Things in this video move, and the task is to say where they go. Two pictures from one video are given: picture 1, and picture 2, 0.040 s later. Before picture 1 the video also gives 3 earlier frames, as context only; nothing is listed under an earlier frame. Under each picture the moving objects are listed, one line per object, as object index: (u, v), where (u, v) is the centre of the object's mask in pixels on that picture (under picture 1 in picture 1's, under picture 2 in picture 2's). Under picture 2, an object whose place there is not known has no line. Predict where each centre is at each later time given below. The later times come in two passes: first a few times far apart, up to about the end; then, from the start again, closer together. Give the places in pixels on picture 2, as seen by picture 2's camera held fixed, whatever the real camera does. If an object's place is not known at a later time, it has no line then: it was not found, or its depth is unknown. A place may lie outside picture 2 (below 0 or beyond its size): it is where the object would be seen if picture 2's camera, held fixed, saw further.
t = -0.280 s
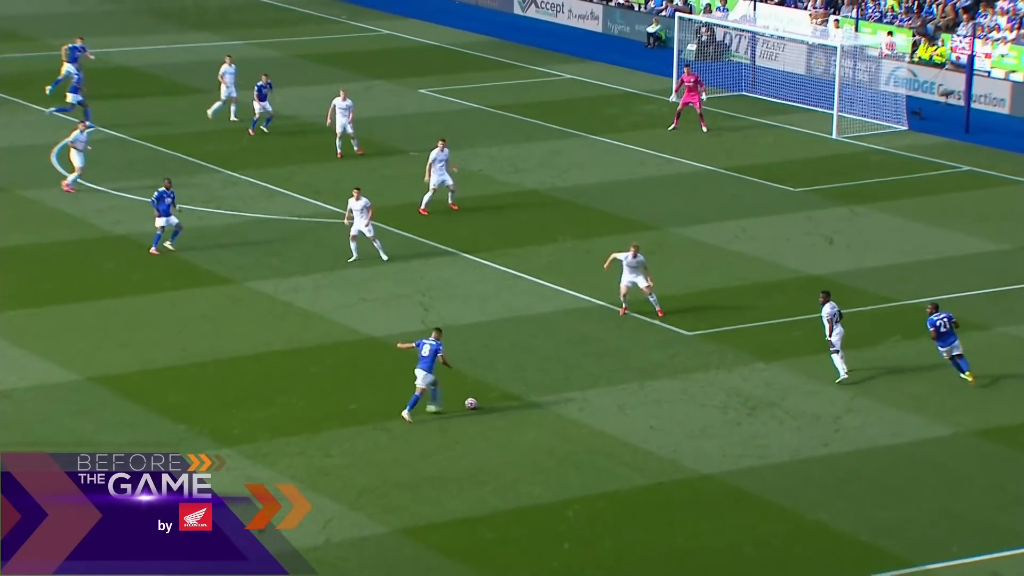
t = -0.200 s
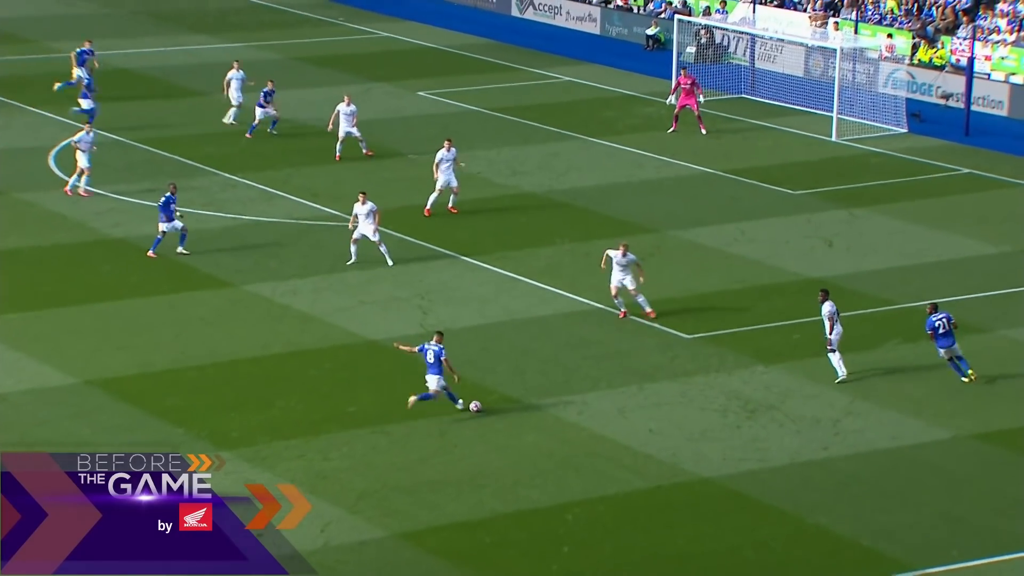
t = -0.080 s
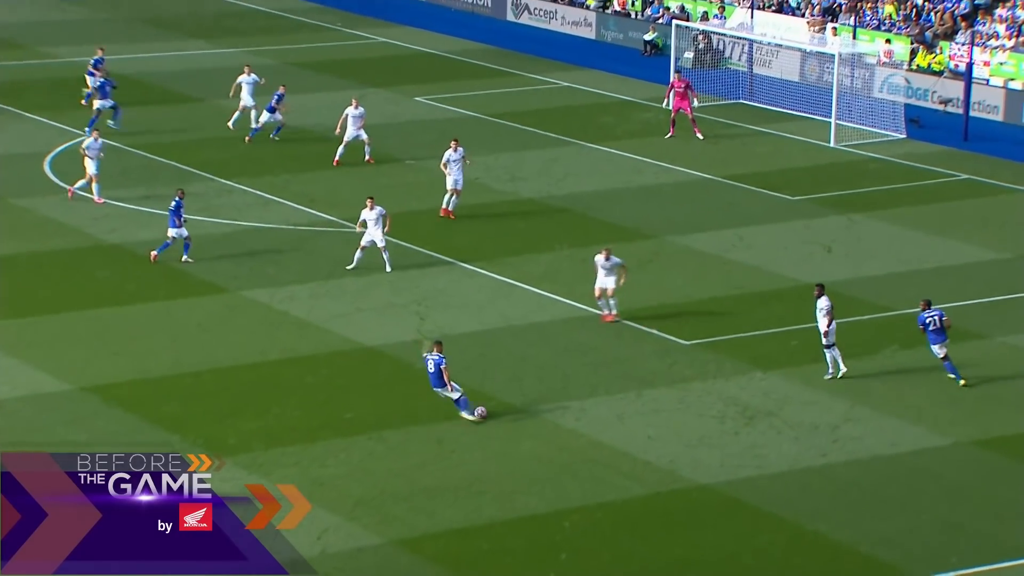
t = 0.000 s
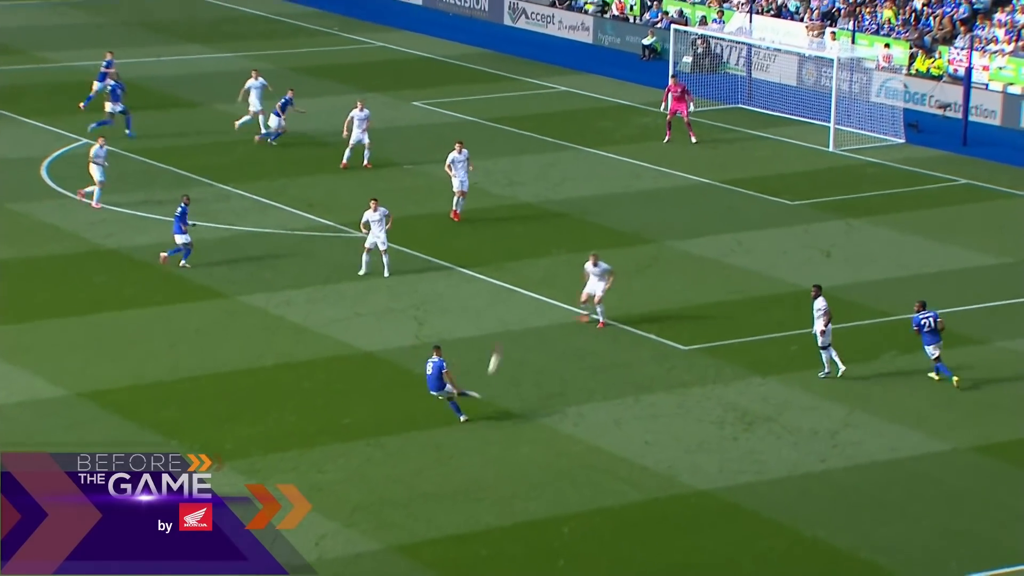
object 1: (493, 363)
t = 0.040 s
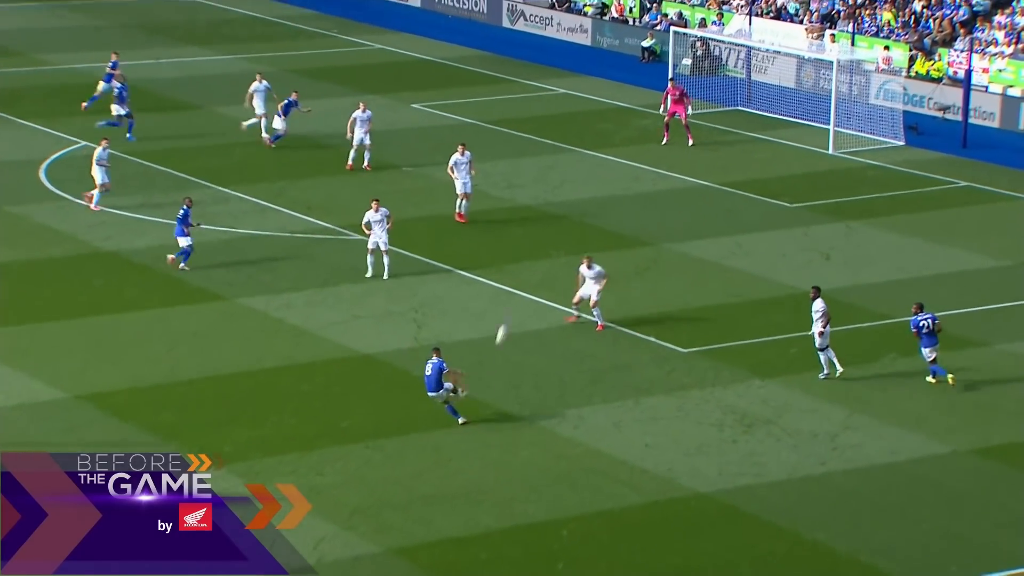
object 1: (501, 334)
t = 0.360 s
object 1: (540, 158)
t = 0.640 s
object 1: (547, 80)
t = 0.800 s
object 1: (543, 58)
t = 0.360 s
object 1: (540, 158)
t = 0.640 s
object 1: (547, 80)
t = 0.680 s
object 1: (546, 73)
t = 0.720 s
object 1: (545, 67)
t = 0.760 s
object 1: (544, 62)
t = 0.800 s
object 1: (543, 58)
